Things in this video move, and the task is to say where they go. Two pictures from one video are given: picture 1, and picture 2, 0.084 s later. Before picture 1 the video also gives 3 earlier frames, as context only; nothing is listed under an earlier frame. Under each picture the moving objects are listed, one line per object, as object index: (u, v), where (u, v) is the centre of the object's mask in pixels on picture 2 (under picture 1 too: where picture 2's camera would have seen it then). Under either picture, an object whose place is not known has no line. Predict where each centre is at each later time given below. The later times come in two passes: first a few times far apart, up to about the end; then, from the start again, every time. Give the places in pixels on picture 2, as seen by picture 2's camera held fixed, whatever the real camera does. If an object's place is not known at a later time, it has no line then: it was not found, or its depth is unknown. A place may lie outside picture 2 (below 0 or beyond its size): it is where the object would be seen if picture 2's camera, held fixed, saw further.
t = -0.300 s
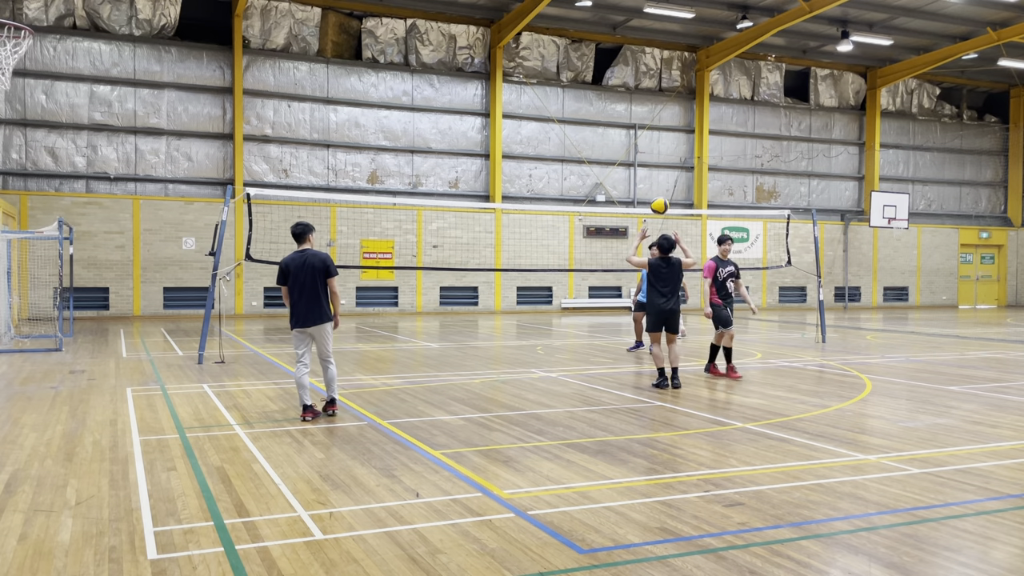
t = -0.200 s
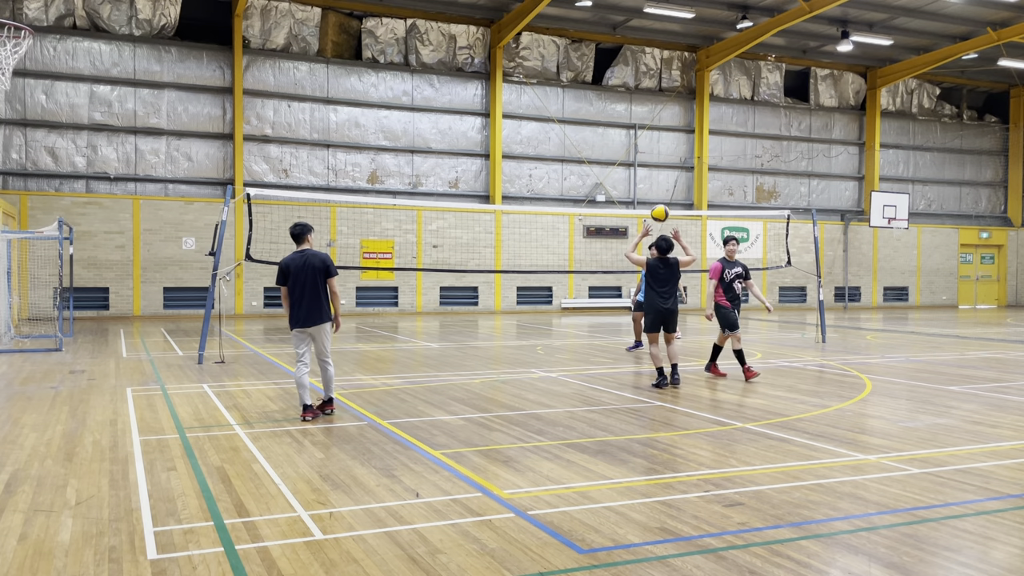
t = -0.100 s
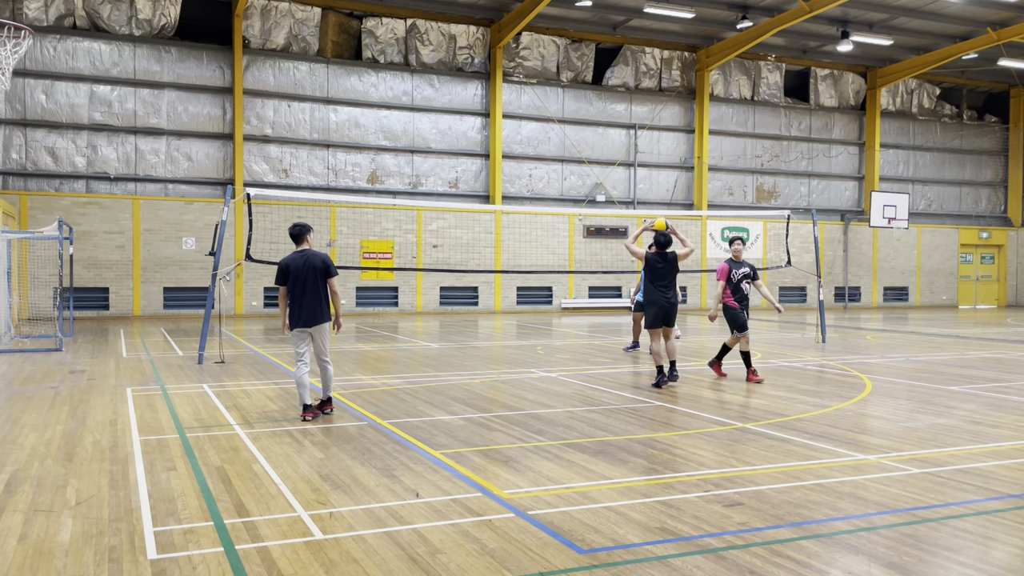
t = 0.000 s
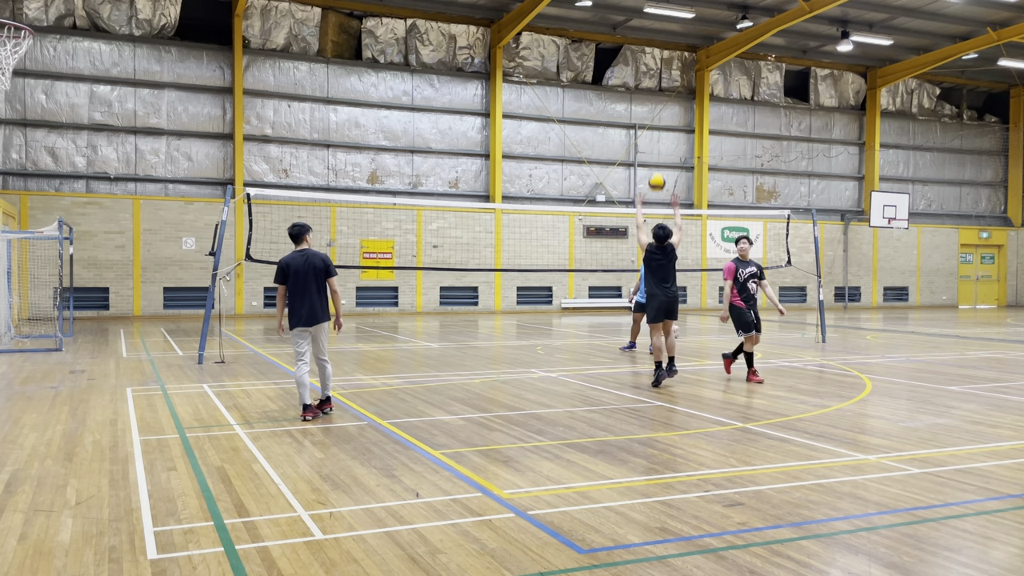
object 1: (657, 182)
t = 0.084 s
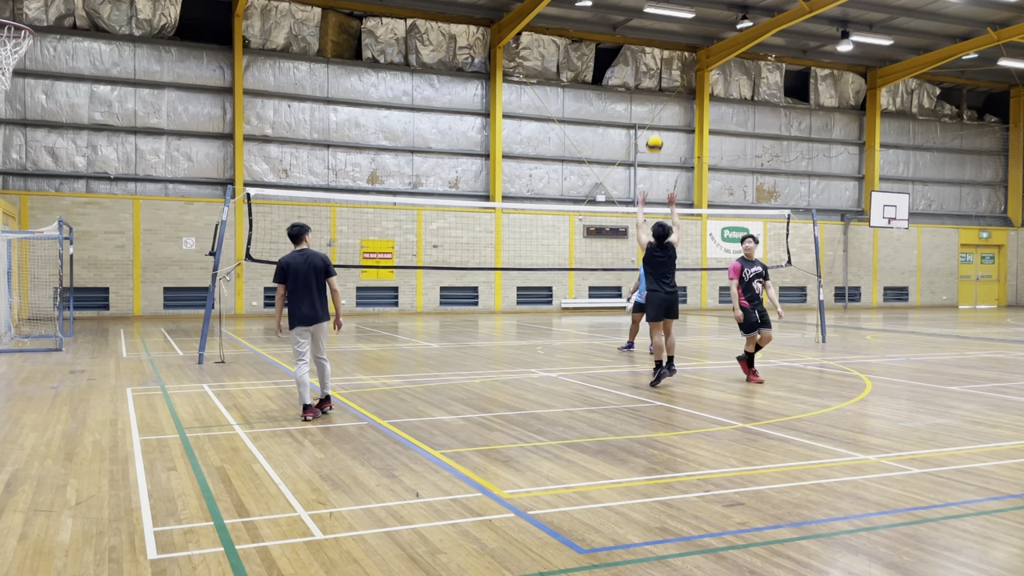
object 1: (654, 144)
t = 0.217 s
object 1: (649, 97)
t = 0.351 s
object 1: (644, 69)
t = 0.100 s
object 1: (654, 137)
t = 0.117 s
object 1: (653, 130)
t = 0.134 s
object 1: (653, 124)
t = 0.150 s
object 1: (652, 119)
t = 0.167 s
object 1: (651, 113)
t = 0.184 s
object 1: (651, 107)
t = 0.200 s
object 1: (650, 102)
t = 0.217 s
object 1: (649, 97)
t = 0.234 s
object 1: (649, 93)
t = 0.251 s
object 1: (648, 89)
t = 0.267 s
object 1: (648, 85)
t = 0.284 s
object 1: (647, 82)
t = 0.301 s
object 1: (646, 78)
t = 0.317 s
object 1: (645, 74)
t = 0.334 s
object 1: (645, 72)
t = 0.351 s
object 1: (644, 69)
